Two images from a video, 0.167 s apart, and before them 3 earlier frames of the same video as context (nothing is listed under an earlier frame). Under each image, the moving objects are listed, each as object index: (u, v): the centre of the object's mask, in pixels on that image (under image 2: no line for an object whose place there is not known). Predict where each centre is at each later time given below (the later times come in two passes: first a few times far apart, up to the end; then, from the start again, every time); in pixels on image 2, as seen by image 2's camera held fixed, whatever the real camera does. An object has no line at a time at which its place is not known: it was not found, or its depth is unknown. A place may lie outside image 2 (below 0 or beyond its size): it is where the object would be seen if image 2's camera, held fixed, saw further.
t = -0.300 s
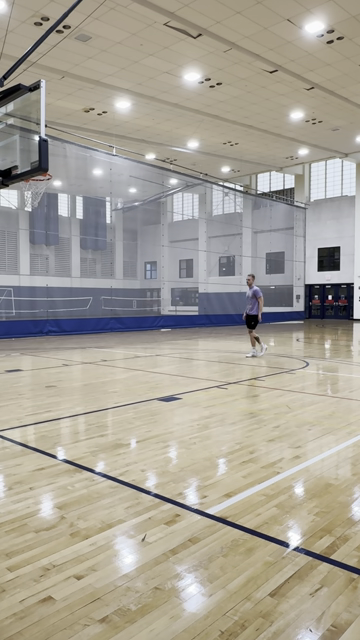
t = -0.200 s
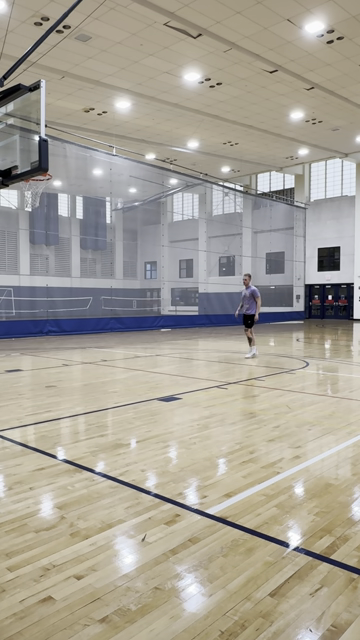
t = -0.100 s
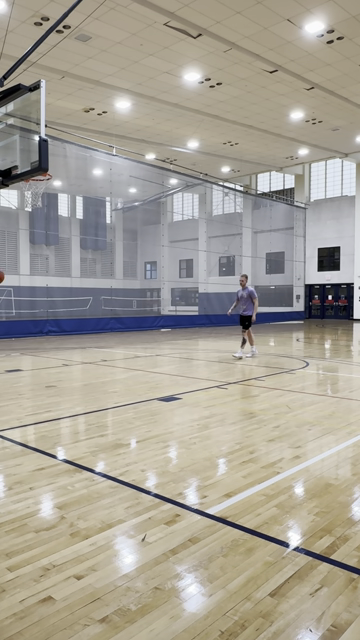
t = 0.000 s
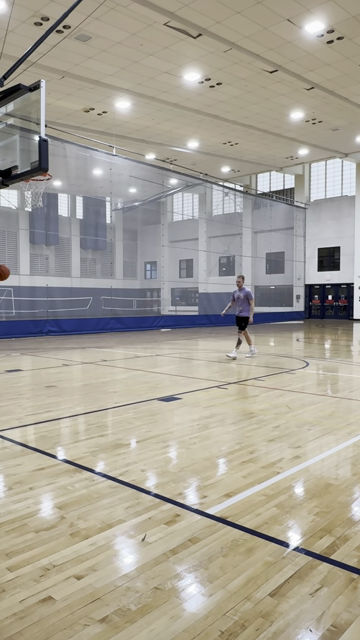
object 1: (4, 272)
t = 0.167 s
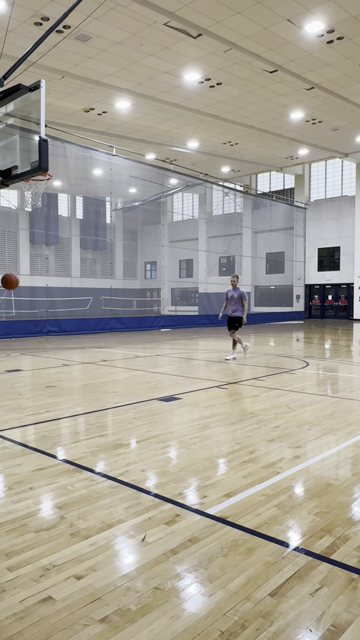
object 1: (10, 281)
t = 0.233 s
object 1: (13, 290)
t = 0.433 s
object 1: (24, 335)
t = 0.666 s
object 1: (35, 359)
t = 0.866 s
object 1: (44, 325)
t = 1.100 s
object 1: (53, 320)
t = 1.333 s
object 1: (62, 350)
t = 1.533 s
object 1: (70, 362)
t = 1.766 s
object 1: (77, 340)
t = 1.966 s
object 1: (84, 349)
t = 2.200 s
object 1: (91, 364)
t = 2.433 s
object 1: (98, 351)
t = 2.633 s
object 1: (104, 367)
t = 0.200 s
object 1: (11, 285)
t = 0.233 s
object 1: (13, 290)
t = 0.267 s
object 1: (15, 296)
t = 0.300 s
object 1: (17, 302)
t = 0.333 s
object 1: (19, 310)
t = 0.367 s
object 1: (21, 317)
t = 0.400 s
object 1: (23, 326)
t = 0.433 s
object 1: (24, 335)
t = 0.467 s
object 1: (26, 345)
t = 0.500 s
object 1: (28, 355)
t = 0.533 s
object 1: (30, 366)
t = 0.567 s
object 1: (31, 378)
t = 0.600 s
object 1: (33, 376)
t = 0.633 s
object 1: (34, 367)
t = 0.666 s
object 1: (35, 359)
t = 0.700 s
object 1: (37, 351)
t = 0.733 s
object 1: (38, 344)
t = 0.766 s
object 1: (39, 338)
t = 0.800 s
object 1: (40, 333)
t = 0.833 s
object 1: (42, 328)
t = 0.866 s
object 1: (44, 325)
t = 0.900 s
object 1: (45, 322)
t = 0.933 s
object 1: (46, 320)
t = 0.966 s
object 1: (48, 318)
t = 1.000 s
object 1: (49, 318)
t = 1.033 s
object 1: (50, 318)
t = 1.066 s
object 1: (51, 318)
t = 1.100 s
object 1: (53, 320)
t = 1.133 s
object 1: (54, 322)
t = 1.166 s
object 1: (56, 325)
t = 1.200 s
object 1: (57, 328)
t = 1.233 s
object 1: (58, 333)
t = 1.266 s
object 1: (60, 338)
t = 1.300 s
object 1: (61, 344)
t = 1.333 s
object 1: (62, 350)
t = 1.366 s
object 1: (64, 357)
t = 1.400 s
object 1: (65, 365)
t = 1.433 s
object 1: (66, 373)
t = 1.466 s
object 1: (68, 374)
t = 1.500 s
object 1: (69, 367)
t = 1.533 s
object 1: (70, 362)
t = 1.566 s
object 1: (71, 356)
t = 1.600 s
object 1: (72, 352)
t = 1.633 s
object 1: (73, 348)
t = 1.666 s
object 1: (74, 345)
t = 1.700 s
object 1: (75, 343)
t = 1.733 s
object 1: (76, 341)
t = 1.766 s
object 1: (77, 340)
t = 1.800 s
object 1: (78, 340)
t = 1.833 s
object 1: (79, 341)
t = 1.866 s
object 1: (80, 342)
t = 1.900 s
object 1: (82, 344)
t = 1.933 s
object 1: (83, 346)
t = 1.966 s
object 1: (84, 349)
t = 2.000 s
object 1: (85, 353)
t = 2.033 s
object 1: (86, 358)
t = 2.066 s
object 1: (87, 363)
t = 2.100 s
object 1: (88, 369)
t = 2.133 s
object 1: (89, 374)
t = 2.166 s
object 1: (90, 368)
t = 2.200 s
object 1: (91, 364)
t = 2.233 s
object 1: (92, 360)
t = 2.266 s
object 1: (93, 357)
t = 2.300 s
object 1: (94, 355)
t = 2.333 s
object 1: (95, 353)
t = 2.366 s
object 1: (96, 352)
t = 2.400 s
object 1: (97, 351)
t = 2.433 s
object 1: (98, 351)
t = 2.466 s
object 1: (99, 352)
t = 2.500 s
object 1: (100, 354)
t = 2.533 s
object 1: (101, 356)
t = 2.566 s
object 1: (102, 359)
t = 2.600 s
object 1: (103, 363)
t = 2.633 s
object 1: (104, 367)
